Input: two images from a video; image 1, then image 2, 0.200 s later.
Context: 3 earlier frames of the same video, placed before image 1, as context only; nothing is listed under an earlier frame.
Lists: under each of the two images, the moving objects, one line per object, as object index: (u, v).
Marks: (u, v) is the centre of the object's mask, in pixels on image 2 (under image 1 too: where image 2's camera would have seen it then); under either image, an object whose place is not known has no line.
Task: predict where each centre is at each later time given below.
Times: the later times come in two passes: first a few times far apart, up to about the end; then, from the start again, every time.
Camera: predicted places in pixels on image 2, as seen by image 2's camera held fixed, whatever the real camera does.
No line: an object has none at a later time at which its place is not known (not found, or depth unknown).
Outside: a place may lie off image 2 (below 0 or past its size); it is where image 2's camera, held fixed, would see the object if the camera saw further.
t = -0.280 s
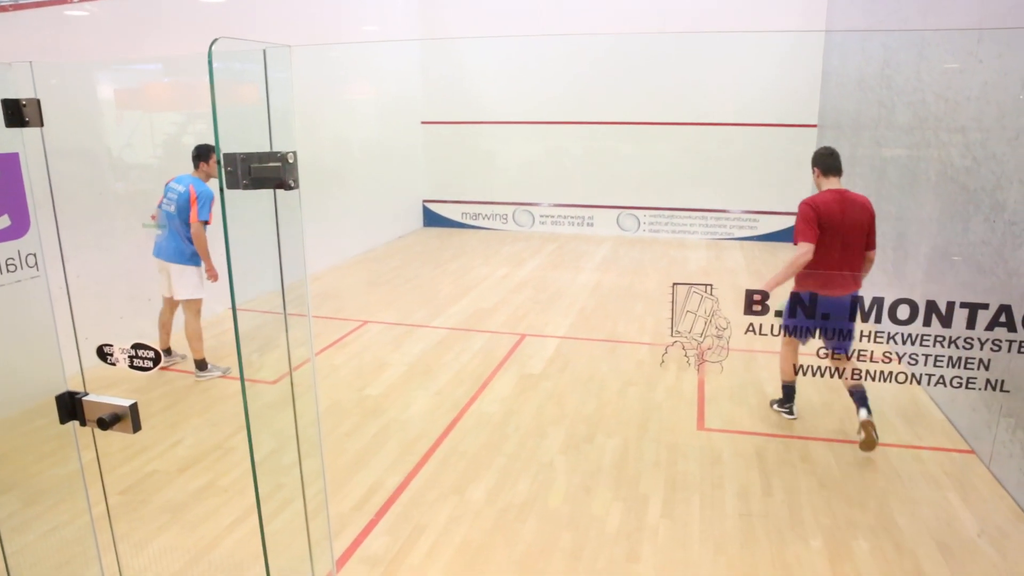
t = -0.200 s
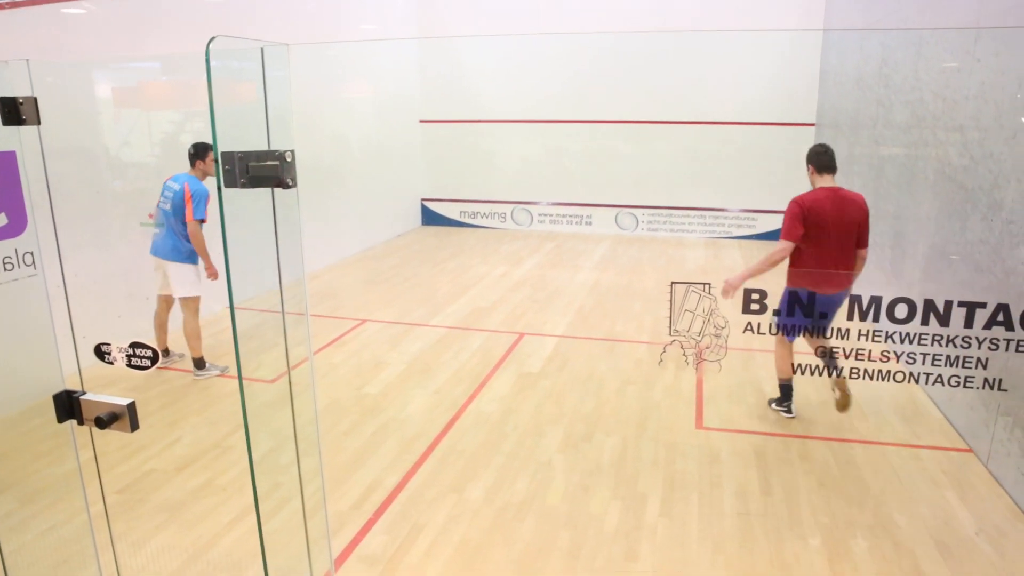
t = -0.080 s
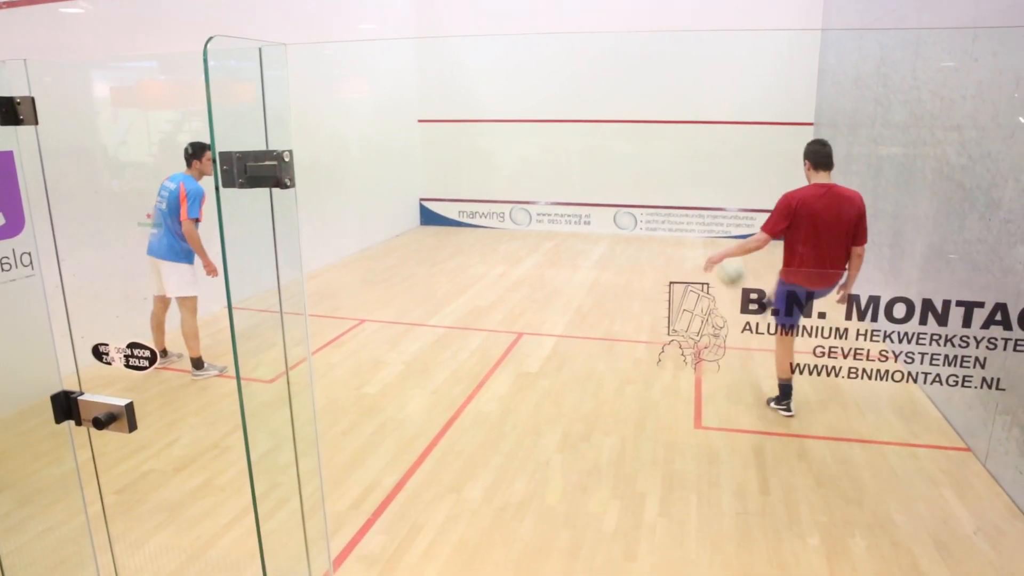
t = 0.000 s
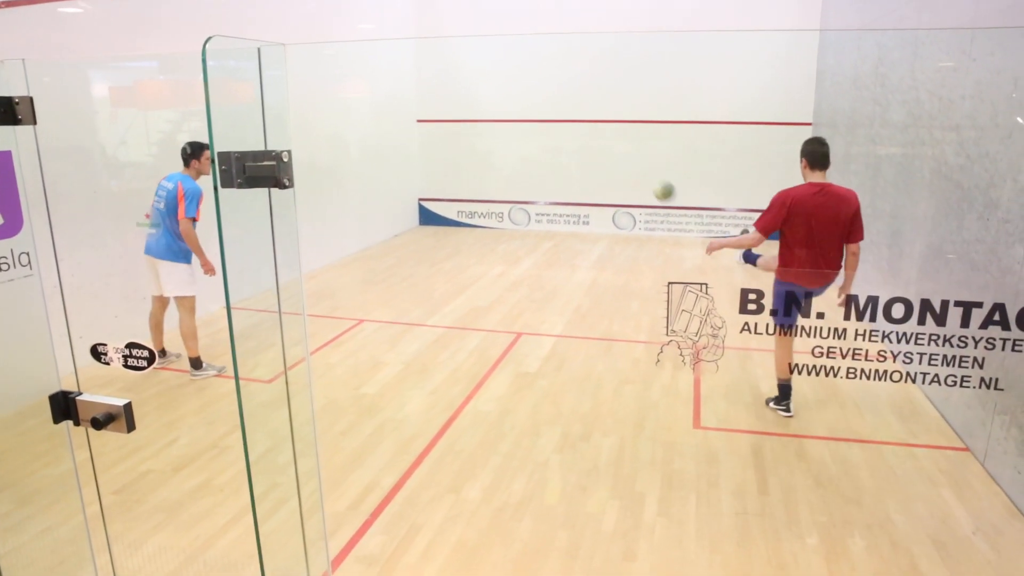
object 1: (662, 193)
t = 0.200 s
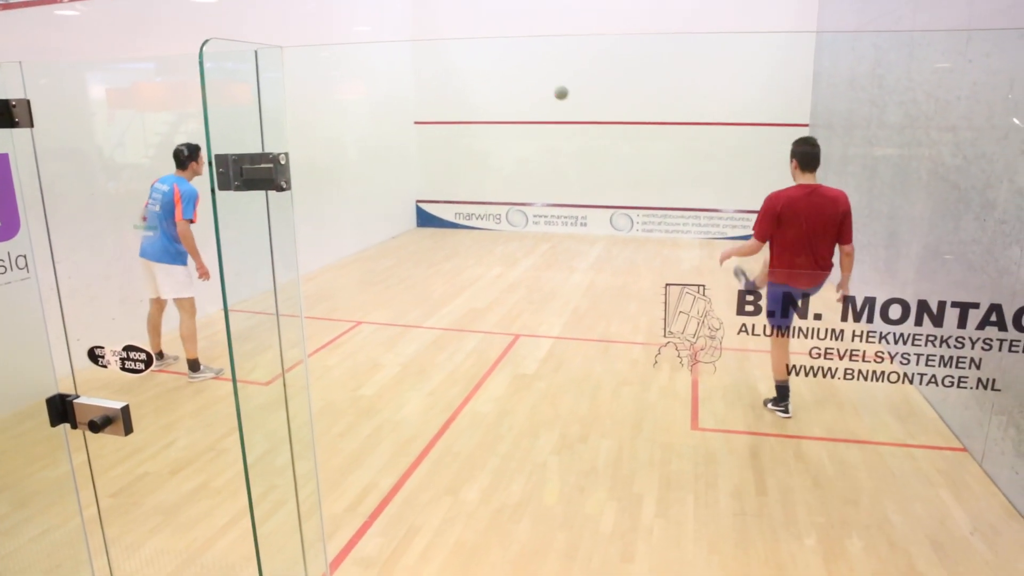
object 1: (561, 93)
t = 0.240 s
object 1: (548, 83)
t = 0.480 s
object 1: (466, 62)
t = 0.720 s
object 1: (337, 78)
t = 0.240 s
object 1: (548, 83)
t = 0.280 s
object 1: (535, 77)
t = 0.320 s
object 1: (524, 72)
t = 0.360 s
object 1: (515, 69)
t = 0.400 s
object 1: (499, 65)
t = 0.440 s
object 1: (483, 63)
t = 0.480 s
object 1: (466, 62)
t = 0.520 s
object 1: (447, 61)
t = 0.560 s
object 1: (427, 62)
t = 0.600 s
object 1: (407, 64)
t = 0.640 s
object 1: (385, 67)
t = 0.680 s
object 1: (362, 71)
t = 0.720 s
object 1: (337, 78)
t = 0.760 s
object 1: (312, 86)
